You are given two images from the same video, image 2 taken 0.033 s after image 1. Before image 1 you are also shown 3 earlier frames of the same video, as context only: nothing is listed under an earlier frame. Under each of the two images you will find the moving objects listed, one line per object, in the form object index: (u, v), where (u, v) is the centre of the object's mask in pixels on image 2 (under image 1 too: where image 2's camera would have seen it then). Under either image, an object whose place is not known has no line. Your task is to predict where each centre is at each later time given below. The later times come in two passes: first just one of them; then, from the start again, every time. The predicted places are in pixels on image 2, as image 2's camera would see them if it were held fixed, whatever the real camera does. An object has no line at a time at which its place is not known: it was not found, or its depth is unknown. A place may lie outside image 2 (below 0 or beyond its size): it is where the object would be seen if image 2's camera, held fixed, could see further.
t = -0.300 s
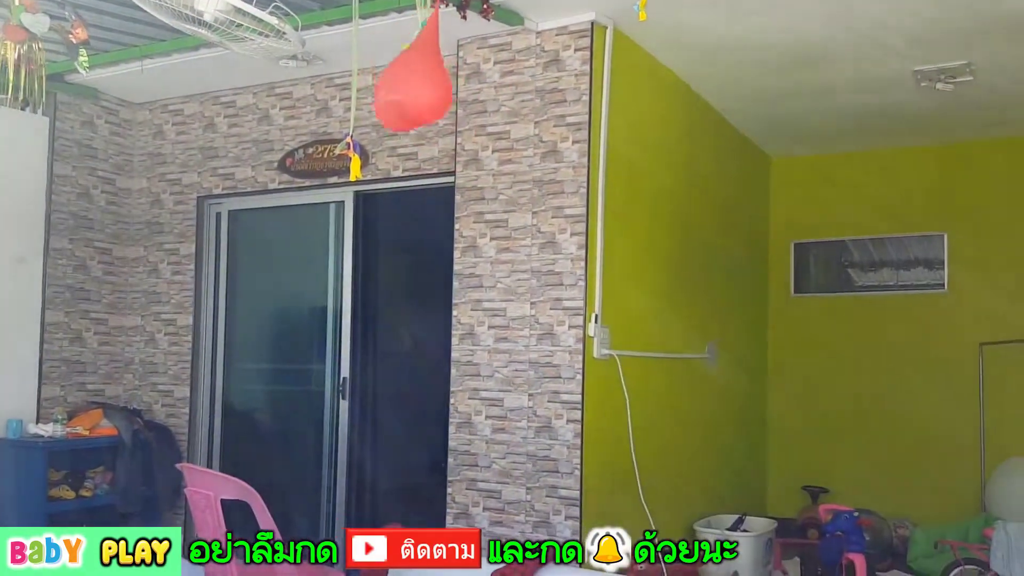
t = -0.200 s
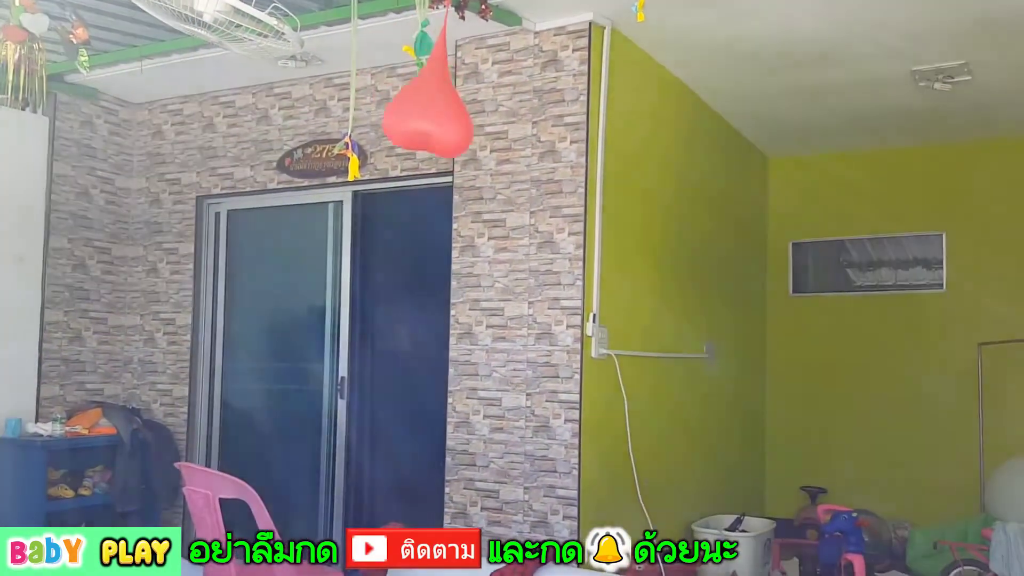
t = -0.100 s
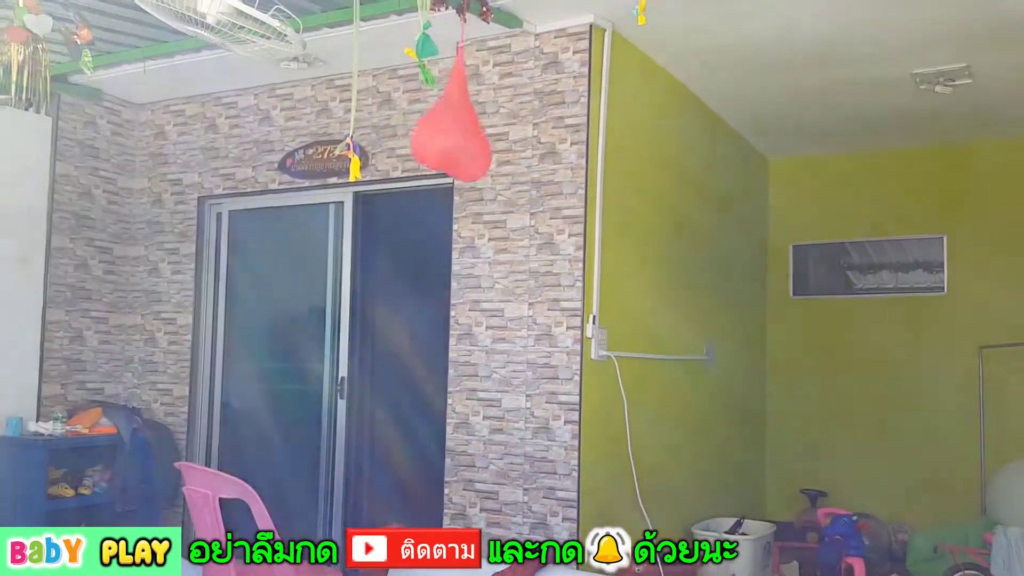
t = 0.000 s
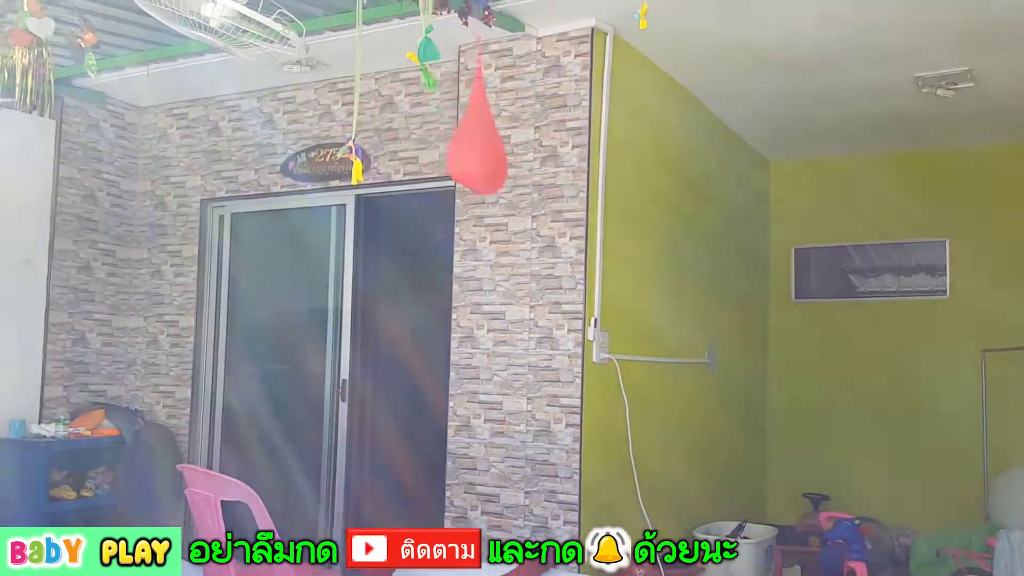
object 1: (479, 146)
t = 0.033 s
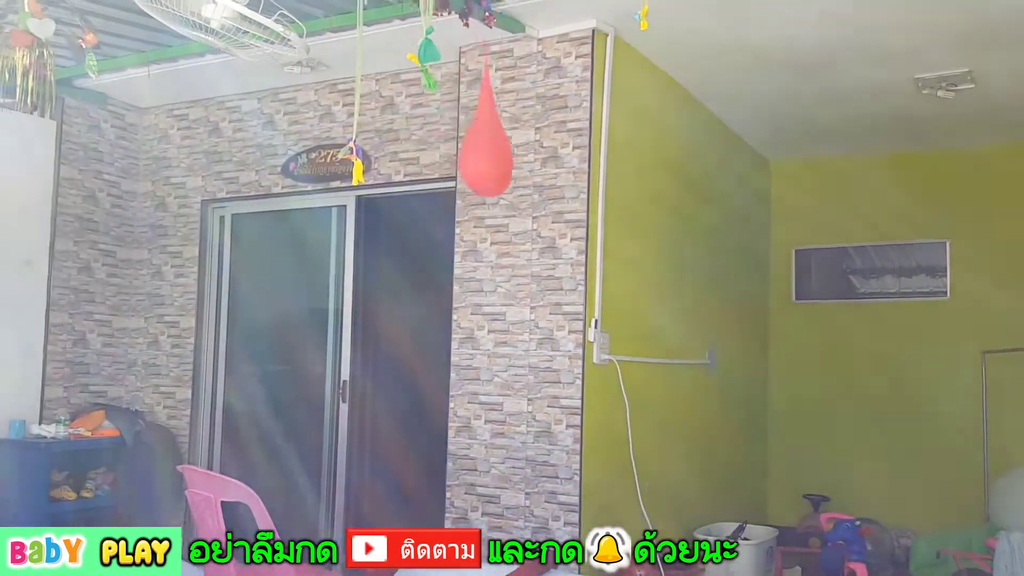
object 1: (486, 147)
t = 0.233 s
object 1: (518, 148)
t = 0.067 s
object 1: (492, 147)
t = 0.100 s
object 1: (498, 150)
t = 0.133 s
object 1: (505, 152)
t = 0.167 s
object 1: (510, 151)
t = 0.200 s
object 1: (514, 151)
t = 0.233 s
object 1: (518, 148)
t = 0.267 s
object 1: (521, 147)
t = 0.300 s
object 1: (525, 146)
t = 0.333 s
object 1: (527, 143)
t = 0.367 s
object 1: (529, 143)
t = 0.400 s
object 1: (529, 139)
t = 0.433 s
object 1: (530, 140)
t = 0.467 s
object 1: (530, 137)
